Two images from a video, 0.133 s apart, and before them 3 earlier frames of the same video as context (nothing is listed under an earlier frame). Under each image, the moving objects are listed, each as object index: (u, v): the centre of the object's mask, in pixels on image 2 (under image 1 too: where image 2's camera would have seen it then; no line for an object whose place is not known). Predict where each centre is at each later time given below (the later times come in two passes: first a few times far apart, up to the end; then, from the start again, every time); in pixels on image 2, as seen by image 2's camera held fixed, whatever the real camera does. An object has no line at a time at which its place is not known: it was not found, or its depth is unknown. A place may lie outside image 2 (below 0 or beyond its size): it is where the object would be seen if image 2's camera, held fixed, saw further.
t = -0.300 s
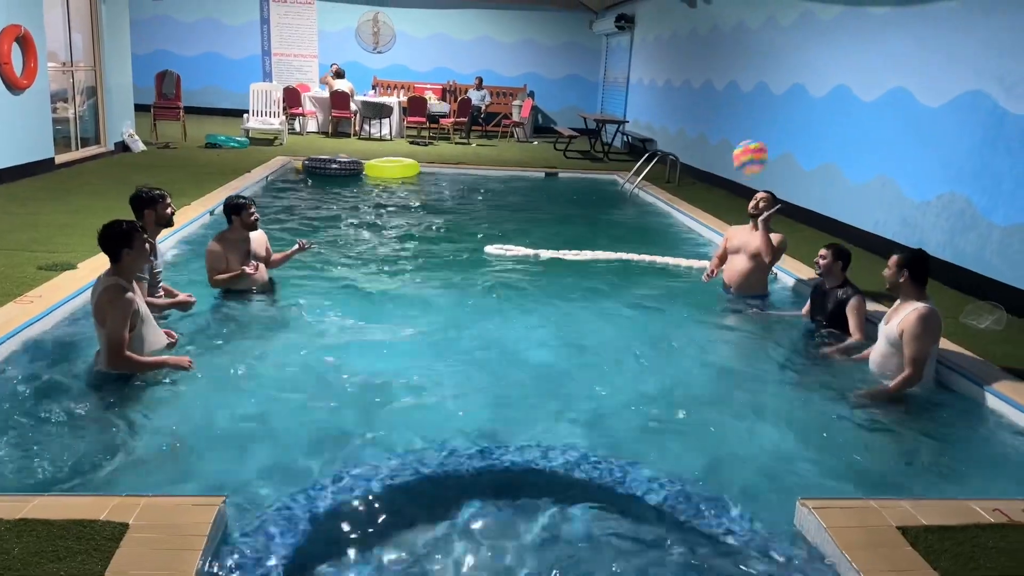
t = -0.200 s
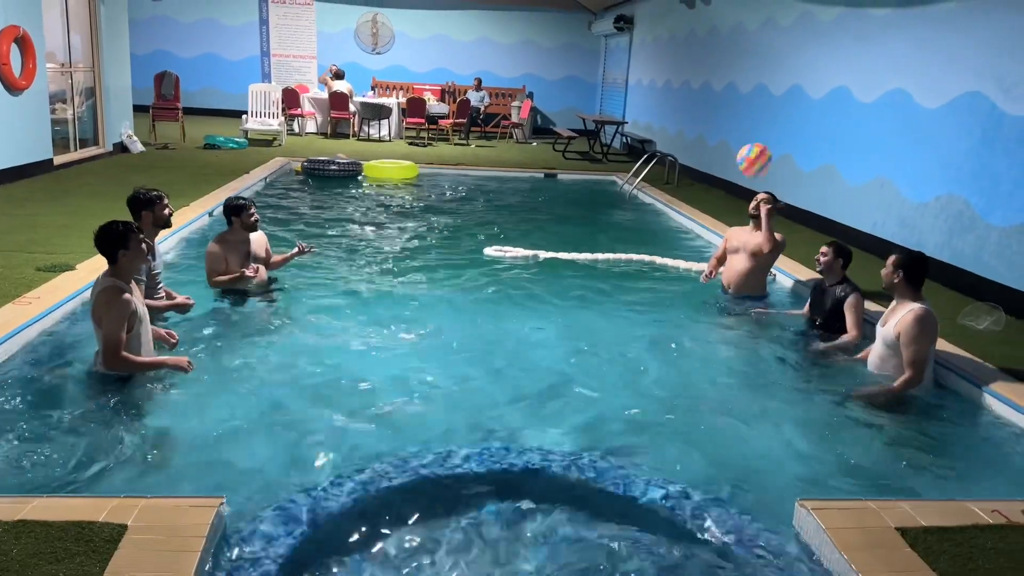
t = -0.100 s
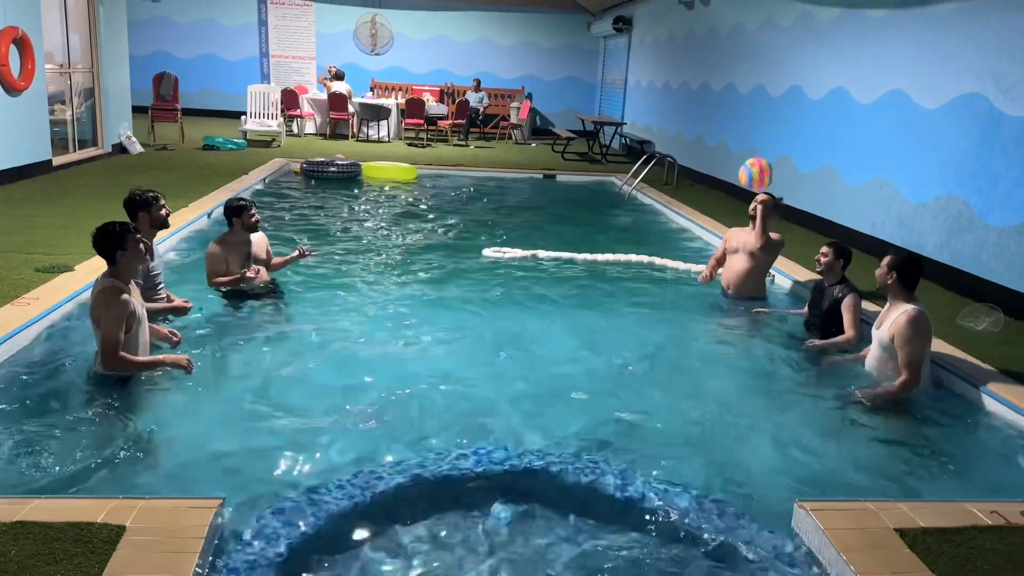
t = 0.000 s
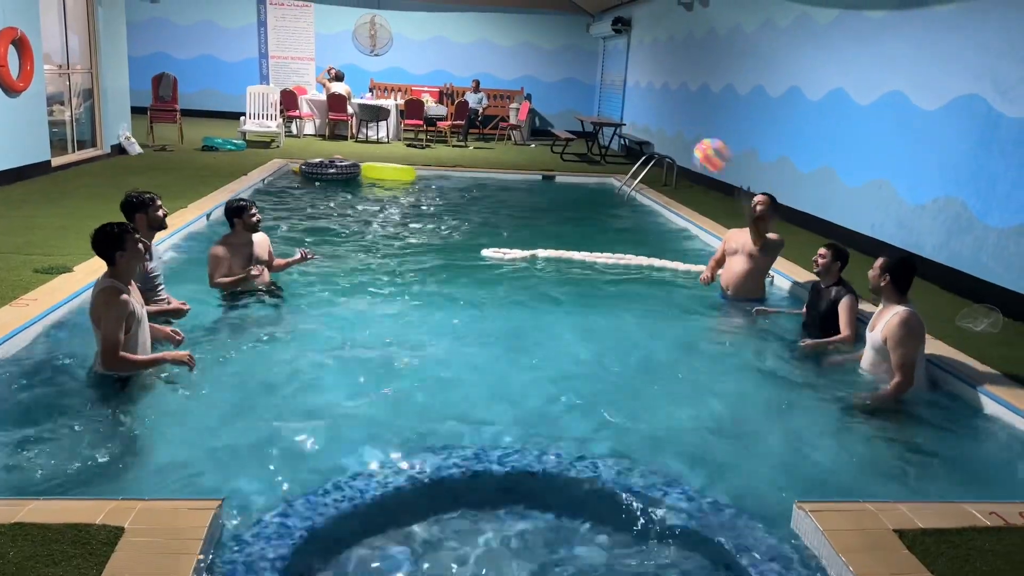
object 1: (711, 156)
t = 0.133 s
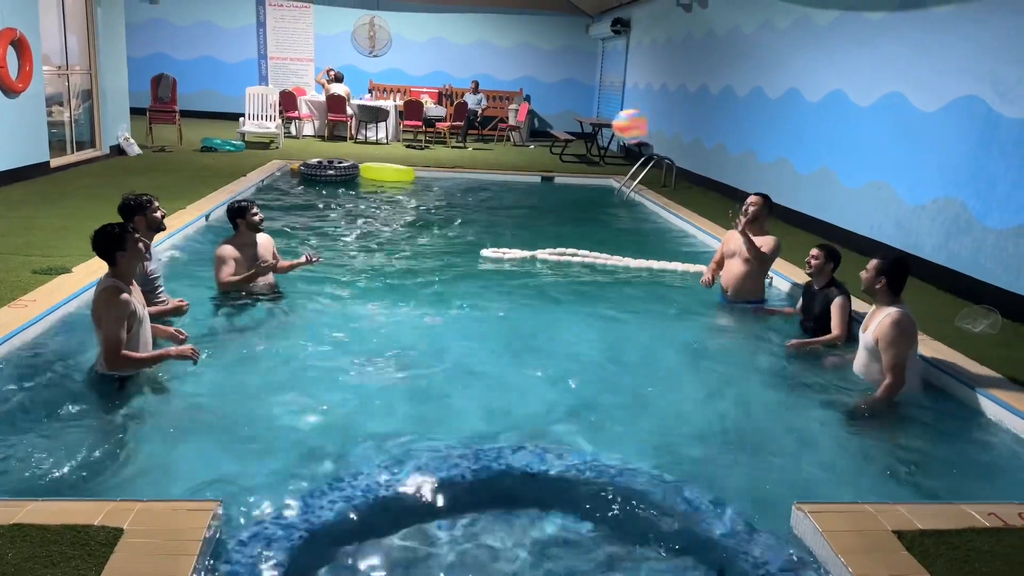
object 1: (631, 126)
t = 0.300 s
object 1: (535, 120)
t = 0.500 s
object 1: (435, 163)
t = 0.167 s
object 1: (609, 122)
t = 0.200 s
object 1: (589, 119)
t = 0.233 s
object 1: (573, 118)
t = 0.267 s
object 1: (554, 118)
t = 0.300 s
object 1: (535, 120)
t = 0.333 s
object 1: (519, 123)
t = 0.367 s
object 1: (500, 129)
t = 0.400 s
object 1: (483, 135)
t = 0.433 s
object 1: (468, 142)
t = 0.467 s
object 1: (452, 152)
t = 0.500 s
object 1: (435, 163)
